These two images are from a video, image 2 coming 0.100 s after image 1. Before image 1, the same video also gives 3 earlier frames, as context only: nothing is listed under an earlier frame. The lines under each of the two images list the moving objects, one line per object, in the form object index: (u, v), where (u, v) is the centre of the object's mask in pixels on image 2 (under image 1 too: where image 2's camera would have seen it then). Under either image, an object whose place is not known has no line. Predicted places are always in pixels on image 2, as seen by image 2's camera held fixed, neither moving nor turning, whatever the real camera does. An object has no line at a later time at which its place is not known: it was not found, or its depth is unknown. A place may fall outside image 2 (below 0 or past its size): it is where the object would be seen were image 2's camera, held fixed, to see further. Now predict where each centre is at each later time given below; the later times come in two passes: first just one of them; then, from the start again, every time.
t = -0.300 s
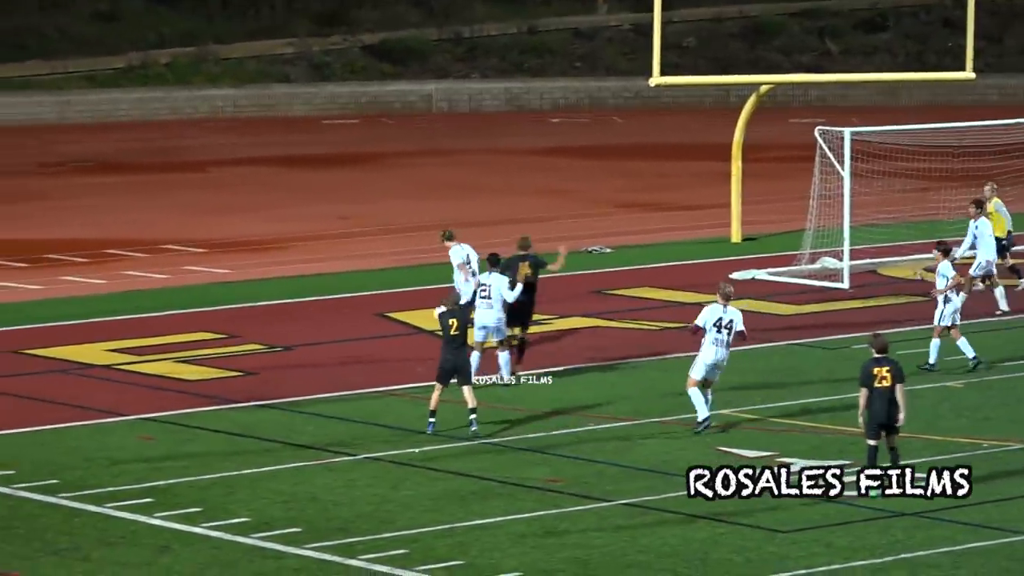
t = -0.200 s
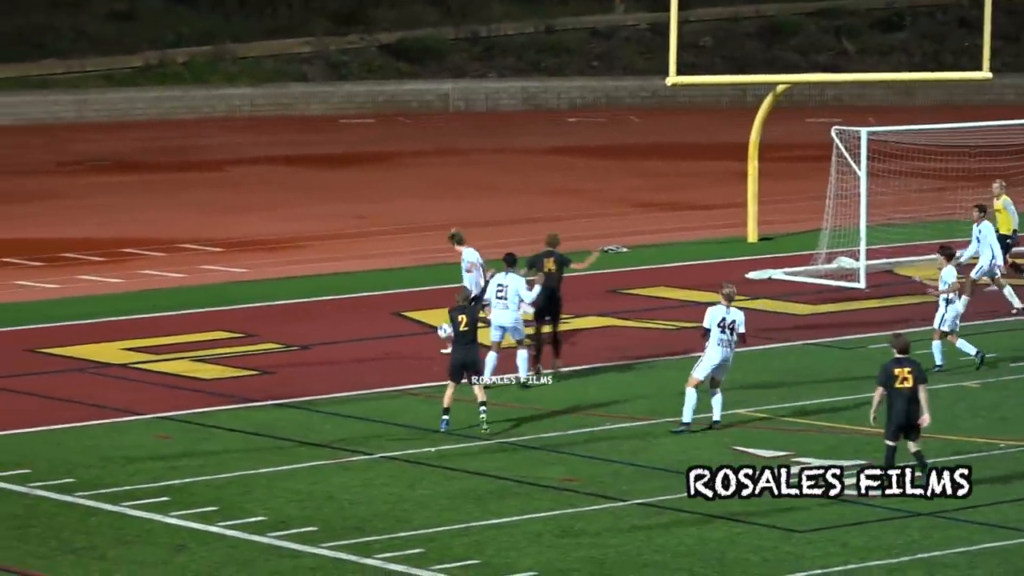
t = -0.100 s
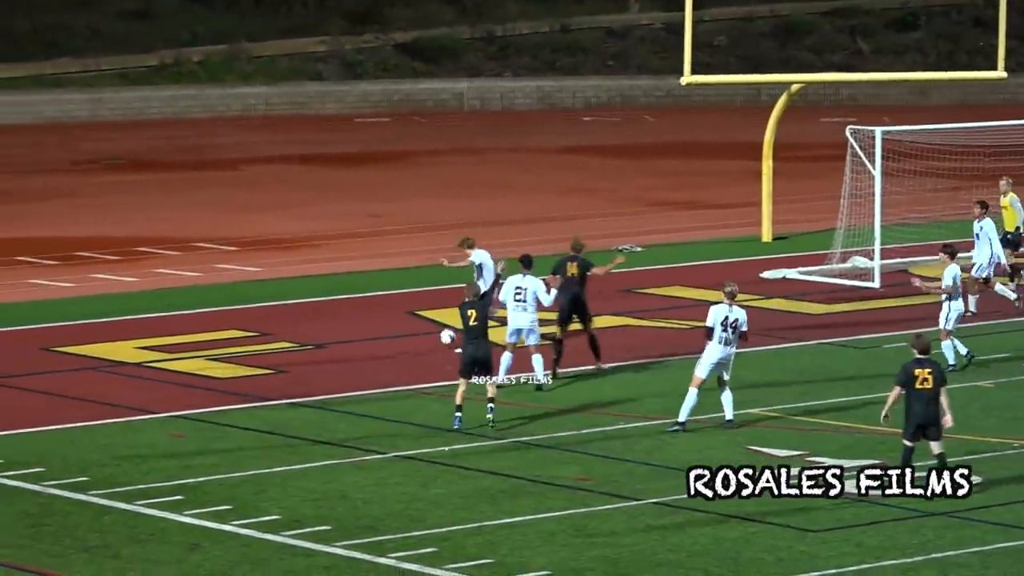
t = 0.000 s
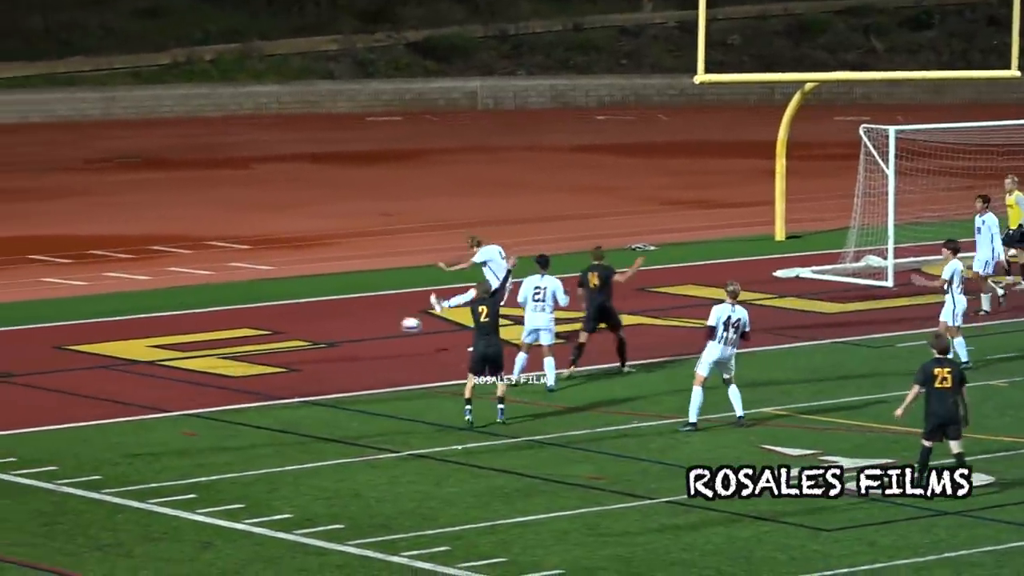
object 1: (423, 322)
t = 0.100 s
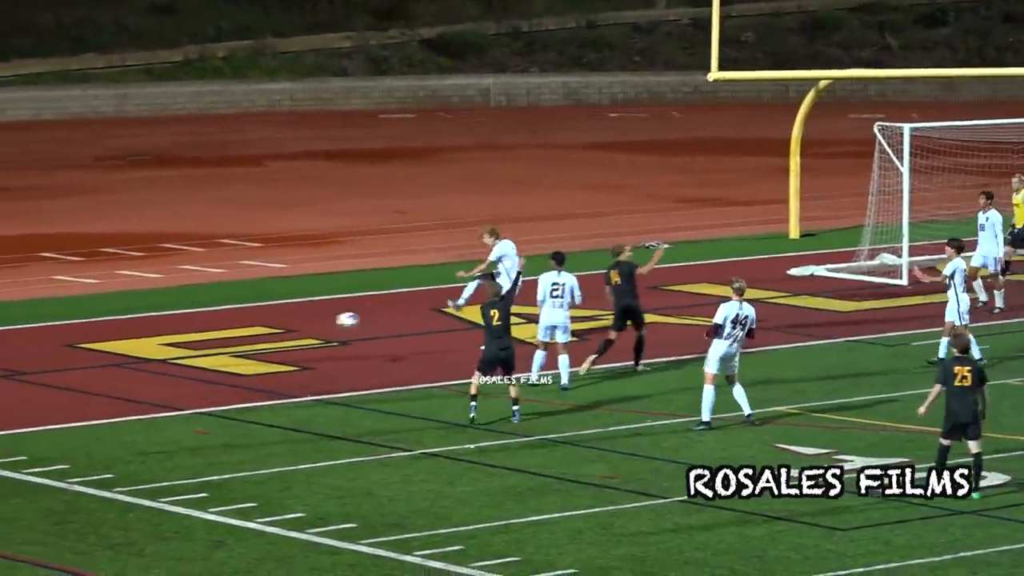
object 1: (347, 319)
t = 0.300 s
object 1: (195, 335)
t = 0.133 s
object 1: (322, 319)
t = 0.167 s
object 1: (296, 321)
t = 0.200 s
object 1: (272, 323)
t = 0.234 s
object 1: (246, 325)
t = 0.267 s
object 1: (220, 330)
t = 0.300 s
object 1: (195, 335)
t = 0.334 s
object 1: (170, 341)
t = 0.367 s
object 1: (144, 349)
